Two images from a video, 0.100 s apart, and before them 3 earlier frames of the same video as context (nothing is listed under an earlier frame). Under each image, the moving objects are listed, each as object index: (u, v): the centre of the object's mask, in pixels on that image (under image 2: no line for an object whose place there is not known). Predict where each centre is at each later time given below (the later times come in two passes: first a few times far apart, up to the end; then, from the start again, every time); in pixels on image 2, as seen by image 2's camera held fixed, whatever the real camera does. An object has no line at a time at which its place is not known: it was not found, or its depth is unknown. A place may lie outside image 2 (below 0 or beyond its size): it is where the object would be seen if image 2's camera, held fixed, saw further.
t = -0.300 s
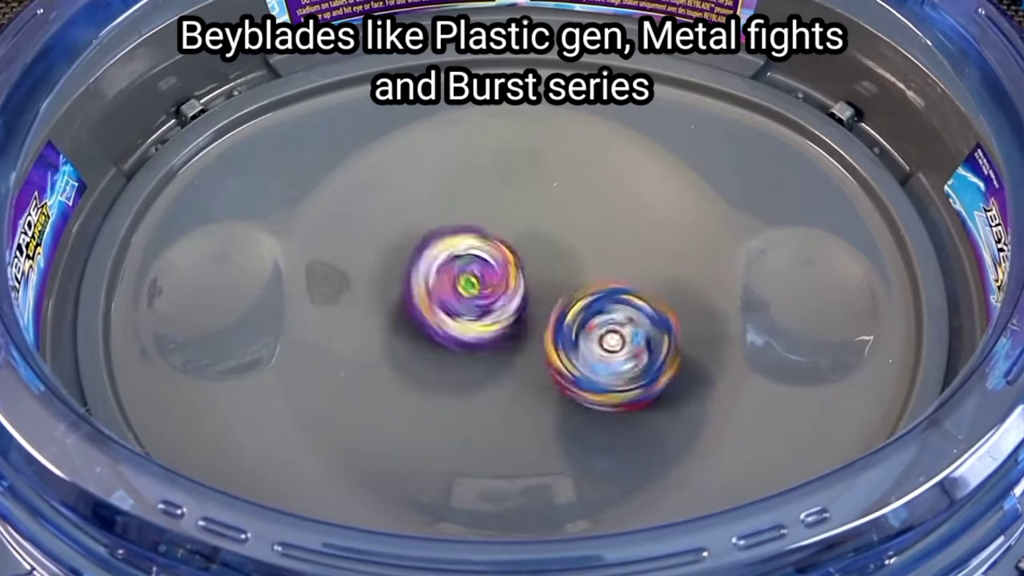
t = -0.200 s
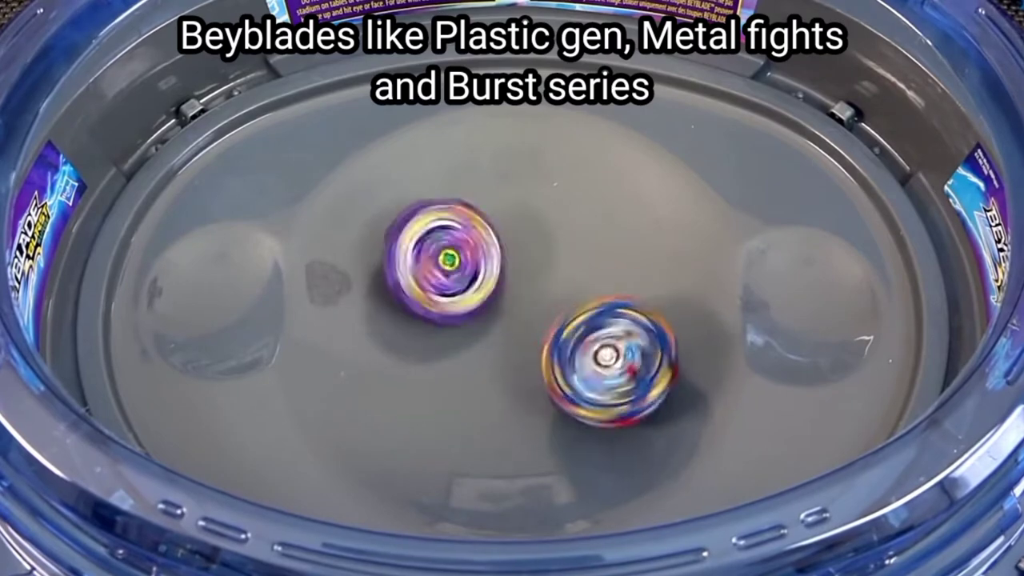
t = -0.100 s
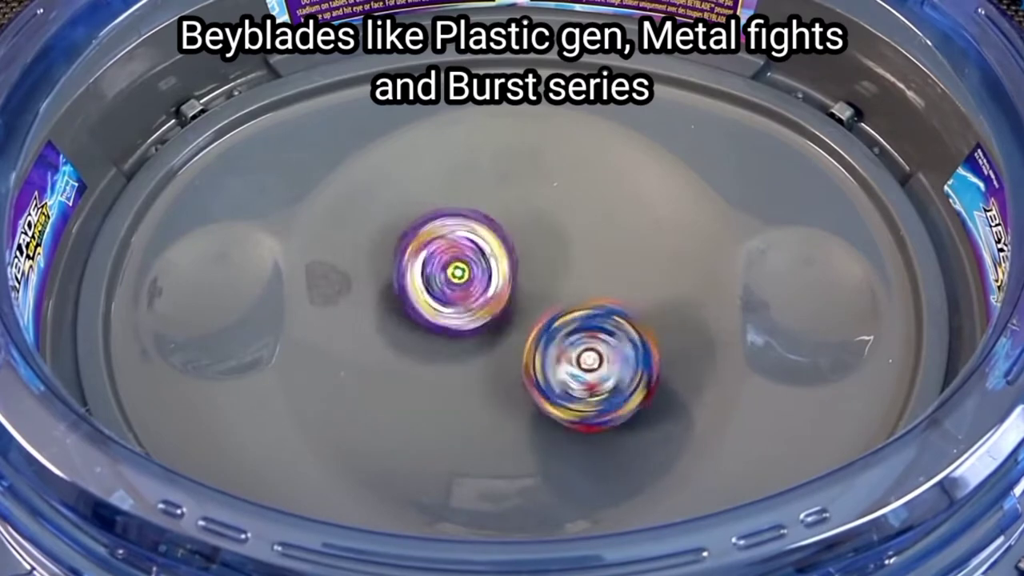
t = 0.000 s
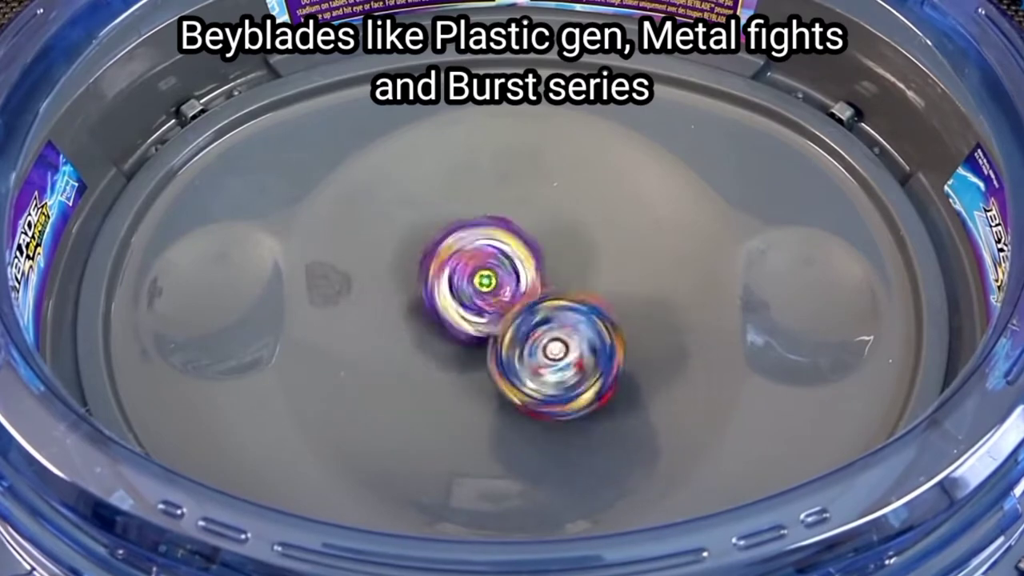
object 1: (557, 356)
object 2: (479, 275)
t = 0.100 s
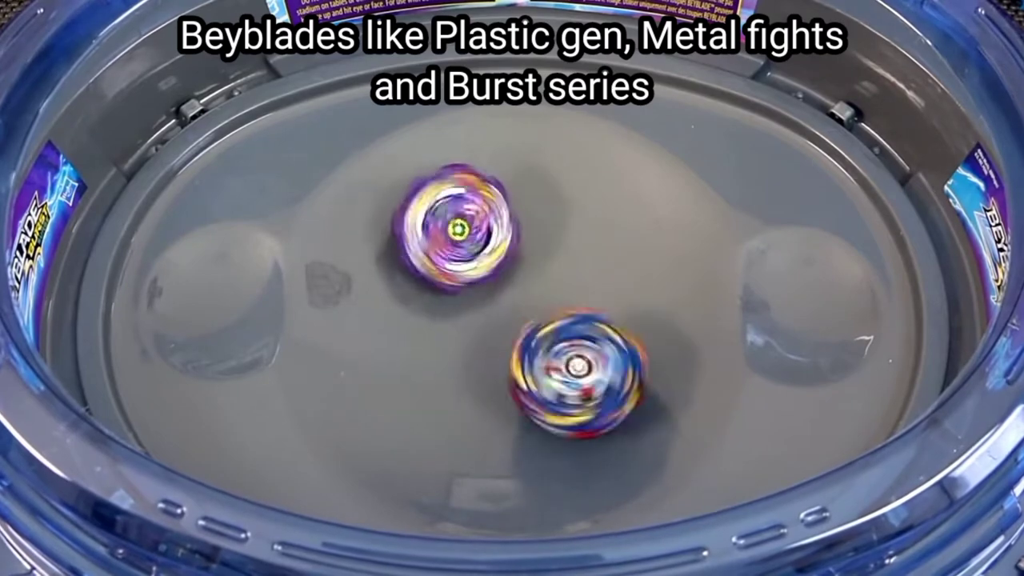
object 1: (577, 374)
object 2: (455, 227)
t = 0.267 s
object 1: (531, 349)
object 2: (463, 250)
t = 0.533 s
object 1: (533, 325)
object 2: (468, 224)
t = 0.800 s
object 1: (549, 334)
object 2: (475, 254)
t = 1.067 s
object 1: (549, 354)
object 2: (479, 261)
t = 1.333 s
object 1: (529, 354)
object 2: (474, 257)
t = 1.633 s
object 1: (552, 356)
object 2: (471, 262)
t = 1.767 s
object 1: (536, 362)
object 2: (471, 261)
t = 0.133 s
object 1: (568, 369)
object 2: (453, 224)
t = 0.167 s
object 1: (554, 369)
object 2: (453, 228)
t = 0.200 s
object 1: (549, 370)
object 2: (452, 231)
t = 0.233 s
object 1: (547, 365)
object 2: (454, 238)
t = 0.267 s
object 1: (531, 349)
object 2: (463, 250)
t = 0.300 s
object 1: (530, 350)
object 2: (464, 250)
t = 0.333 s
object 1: (533, 351)
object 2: (461, 246)
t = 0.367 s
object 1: (540, 348)
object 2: (456, 237)
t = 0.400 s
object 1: (534, 336)
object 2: (462, 230)
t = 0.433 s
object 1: (530, 335)
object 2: (462, 230)
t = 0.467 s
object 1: (527, 333)
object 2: (467, 230)
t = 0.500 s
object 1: (530, 327)
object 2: (469, 226)
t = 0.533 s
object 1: (533, 325)
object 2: (468, 224)
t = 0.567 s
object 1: (541, 321)
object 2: (467, 222)
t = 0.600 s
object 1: (543, 323)
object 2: (467, 223)
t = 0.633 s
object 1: (546, 327)
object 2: (468, 225)
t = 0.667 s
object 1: (548, 326)
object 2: (472, 230)
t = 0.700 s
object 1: (548, 327)
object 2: (474, 233)
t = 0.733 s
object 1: (549, 329)
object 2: (475, 241)
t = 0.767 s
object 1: (548, 332)
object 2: (475, 250)
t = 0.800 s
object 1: (549, 334)
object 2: (475, 254)
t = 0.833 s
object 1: (552, 337)
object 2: (478, 255)
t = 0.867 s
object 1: (555, 339)
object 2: (479, 256)
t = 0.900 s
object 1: (563, 344)
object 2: (476, 255)
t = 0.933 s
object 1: (565, 345)
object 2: (474, 254)
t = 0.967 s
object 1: (562, 349)
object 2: (473, 253)
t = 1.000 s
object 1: (558, 353)
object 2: (474, 255)
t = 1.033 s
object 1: (551, 355)
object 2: (477, 260)
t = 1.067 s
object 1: (549, 354)
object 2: (479, 261)
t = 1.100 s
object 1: (543, 357)
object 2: (481, 259)
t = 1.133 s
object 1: (542, 361)
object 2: (479, 261)
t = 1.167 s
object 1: (541, 364)
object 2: (477, 261)
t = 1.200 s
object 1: (540, 364)
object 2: (477, 261)
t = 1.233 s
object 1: (537, 360)
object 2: (477, 260)
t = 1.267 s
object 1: (533, 356)
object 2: (476, 259)
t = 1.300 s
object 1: (531, 355)
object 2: (475, 258)
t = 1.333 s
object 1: (529, 354)
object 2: (474, 257)
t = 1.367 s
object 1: (534, 355)
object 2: (470, 256)
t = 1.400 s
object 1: (541, 355)
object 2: (470, 259)
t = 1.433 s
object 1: (548, 355)
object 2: (470, 261)
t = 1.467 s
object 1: (553, 354)
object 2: (471, 262)
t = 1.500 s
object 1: (555, 354)
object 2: (471, 262)
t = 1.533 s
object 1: (556, 354)
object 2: (471, 262)
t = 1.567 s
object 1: (556, 355)
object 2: (471, 262)
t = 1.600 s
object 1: (555, 356)
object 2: (471, 262)
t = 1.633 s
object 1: (552, 356)
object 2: (471, 262)
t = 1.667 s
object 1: (548, 358)
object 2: (471, 262)
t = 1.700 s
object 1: (543, 360)
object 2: (471, 261)
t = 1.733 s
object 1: (541, 361)
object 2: (471, 261)
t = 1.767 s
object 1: (536, 362)
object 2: (471, 261)
